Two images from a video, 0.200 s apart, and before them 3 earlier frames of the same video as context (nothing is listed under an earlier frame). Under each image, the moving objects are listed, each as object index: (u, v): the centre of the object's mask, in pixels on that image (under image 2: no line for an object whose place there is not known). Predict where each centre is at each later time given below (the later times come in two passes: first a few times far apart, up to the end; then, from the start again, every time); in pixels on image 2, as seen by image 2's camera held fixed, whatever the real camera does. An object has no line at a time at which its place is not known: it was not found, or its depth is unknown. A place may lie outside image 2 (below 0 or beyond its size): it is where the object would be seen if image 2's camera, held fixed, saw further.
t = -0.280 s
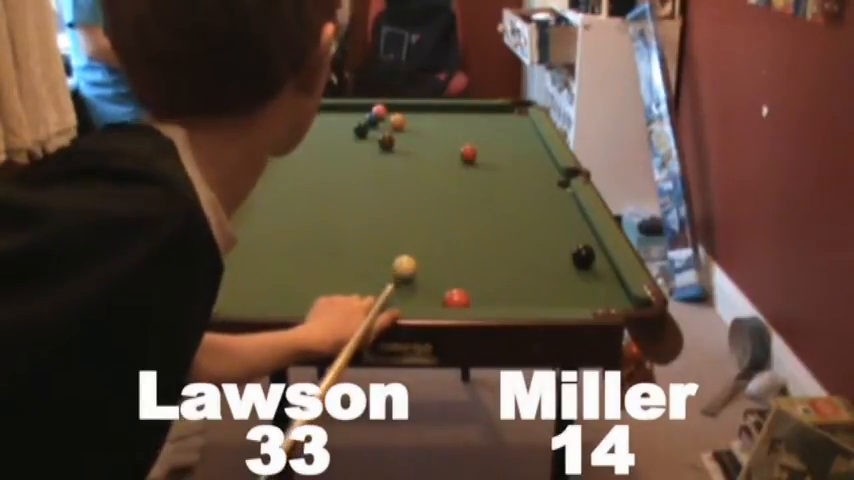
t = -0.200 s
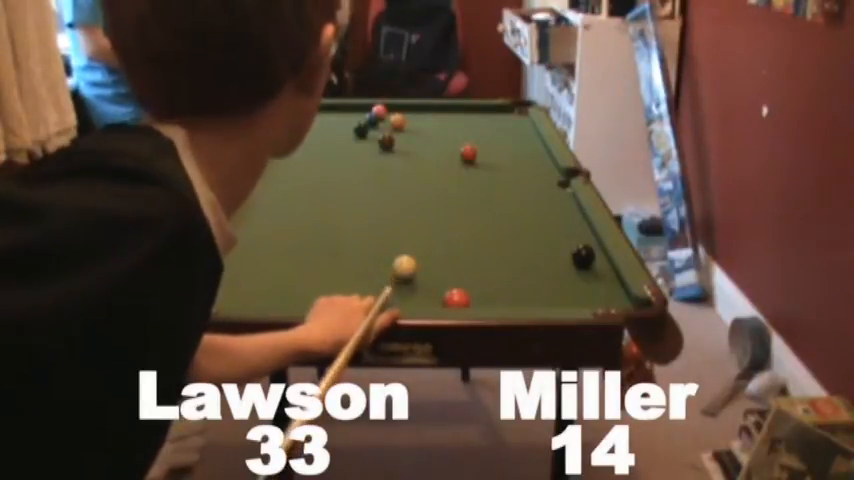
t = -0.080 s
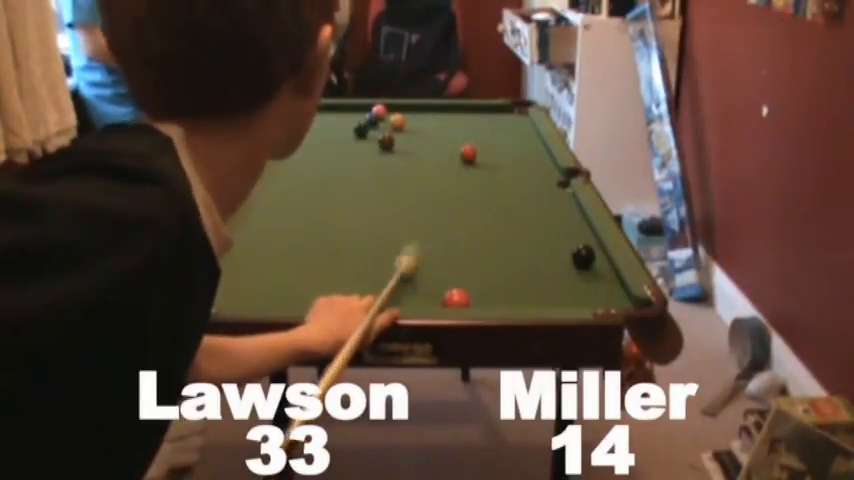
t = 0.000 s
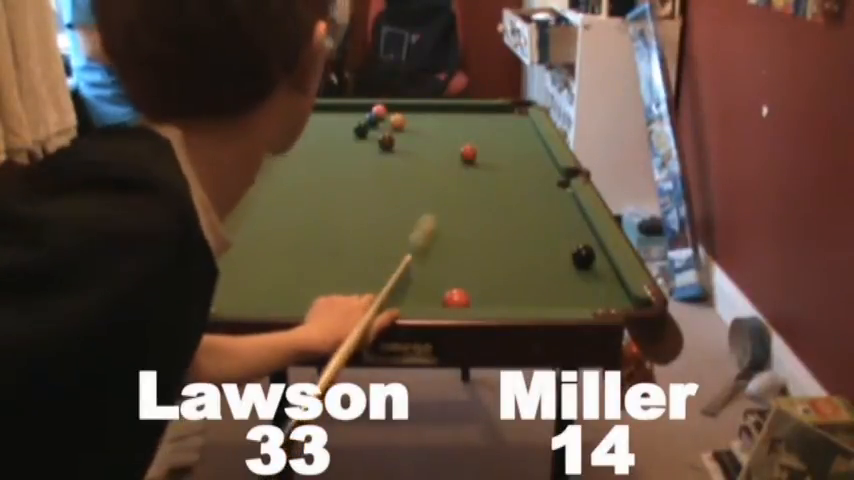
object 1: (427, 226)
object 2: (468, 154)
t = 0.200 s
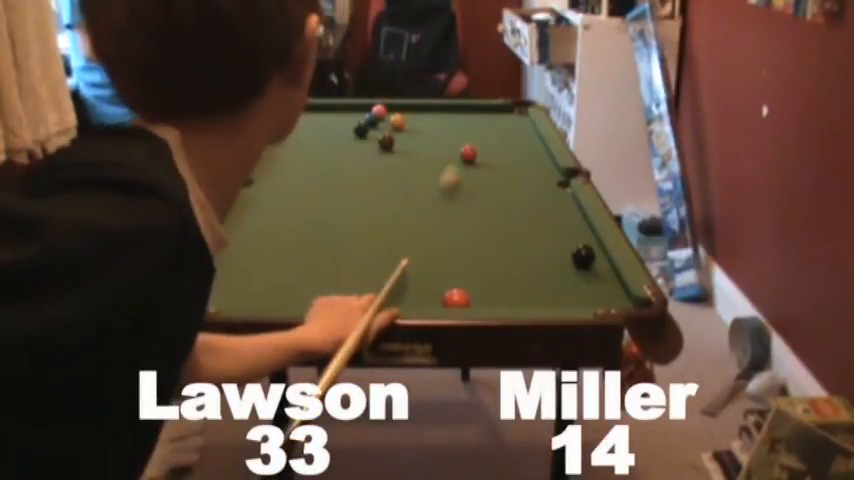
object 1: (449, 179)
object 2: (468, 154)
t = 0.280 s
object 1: (456, 163)
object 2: (469, 154)
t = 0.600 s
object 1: (430, 142)
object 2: (510, 129)
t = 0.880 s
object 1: (410, 130)
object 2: (517, 113)
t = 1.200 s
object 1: (394, 124)
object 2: (507, 110)
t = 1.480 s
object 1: (391, 124)
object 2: (507, 115)
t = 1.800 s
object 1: (391, 124)
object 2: (506, 120)
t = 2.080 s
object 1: (391, 124)
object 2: (506, 122)
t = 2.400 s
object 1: (391, 124)
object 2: (504, 123)
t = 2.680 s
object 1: (391, 124)
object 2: (504, 124)
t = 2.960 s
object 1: (391, 124)
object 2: (503, 125)
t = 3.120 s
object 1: (391, 124)
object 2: (503, 125)
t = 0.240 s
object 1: (453, 171)
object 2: (468, 154)
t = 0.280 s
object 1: (456, 163)
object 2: (469, 154)
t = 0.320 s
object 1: (458, 158)
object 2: (471, 153)
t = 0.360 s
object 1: (454, 155)
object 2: (478, 148)
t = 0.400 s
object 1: (448, 153)
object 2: (485, 144)
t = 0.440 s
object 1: (444, 151)
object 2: (491, 141)
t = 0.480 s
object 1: (441, 148)
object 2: (496, 138)
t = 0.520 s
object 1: (437, 146)
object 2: (501, 135)
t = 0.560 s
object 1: (434, 144)
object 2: (505, 133)
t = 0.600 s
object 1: (430, 142)
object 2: (510, 129)
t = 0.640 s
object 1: (427, 140)
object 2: (514, 127)
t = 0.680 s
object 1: (423, 138)
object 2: (519, 125)
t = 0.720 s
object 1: (421, 137)
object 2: (522, 121)
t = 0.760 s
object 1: (418, 135)
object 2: (523, 119)
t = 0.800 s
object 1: (415, 133)
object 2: (522, 117)
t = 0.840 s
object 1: (413, 132)
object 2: (520, 115)
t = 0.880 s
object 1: (410, 130)
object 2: (517, 113)
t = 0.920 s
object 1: (408, 129)
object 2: (515, 111)
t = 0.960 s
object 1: (405, 128)
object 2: (511, 110)
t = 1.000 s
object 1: (401, 126)
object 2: (508, 108)
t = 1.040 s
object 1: (399, 125)
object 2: (507, 108)
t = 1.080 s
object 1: (398, 125)
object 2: (507, 108)
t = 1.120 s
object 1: (395, 122)
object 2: (507, 109)
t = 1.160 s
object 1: (394, 121)
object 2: (507, 109)
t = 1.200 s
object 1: (394, 124)
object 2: (507, 110)
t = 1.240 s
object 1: (393, 123)
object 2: (507, 111)
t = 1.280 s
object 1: (392, 124)
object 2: (507, 111)
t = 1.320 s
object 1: (392, 124)
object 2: (507, 111)
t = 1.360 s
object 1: (392, 124)
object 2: (507, 113)
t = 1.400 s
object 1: (391, 124)
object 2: (507, 113)
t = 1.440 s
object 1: (391, 124)
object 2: (507, 114)
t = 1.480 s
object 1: (391, 124)
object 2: (507, 115)
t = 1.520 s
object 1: (391, 124)
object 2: (507, 116)
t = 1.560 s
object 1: (391, 124)
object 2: (507, 116)
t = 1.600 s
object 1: (391, 124)
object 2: (507, 116)
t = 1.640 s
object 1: (391, 124)
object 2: (506, 118)
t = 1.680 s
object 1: (391, 124)
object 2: (506, 118)
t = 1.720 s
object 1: (391, 124)
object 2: (506, 119)
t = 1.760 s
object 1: (391, 124)
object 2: (506, 119)
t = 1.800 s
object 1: (391, 124)
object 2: (506, 120)
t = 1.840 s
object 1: (391, 124)
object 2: (506, 120)
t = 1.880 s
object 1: (391, 124)
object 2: (506, 121)
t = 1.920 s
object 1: (391, 124)
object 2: (506, 121)
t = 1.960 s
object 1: (391, 124)
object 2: (506, 121)
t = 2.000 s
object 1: (391, 124)
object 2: (506, 121)
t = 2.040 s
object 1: (391, 124)
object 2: (506, 121)
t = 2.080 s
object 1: (391, 124)
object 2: (506, 122)
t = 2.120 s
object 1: (391, 124)
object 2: (505, 122)
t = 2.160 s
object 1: (391, 124)
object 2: (505, 122)
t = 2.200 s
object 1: (391, 124)
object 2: (505, 123)
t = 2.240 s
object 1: (391, 124)
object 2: (504, 123)
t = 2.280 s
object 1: (391, 124)
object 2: (505, 123)
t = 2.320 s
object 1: (391, 124)
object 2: (505, 123)
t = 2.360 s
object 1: (391, 124)
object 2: (504, 123)
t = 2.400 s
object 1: (391, 124)
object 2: (504, 123)
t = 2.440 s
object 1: (391, 124)
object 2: (504, 124)
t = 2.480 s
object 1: (391, 124)
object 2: (504, 124)
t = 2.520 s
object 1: (391, 124)
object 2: (504, 124)
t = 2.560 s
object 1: (391, 124)
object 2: (504, 124)
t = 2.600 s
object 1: (391, 124)
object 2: (504, 124)
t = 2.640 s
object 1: (391, 124)
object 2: (503, 125)
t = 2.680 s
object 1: (391, 124)
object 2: (504, 124)
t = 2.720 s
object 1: (391, 124)
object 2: (504, 125)
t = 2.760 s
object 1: (391, 124)
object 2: (503, 125)
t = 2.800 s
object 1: (391, 124)
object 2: (503, 125)
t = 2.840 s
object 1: (391, 124)
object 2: (503, 125)
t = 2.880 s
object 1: (391, 124)
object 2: (503, 125)
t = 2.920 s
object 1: (391, 124)
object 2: (503, 125)
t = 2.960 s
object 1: (391, 124)
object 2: (503, 125)
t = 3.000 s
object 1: (391, 124)
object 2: (504, 124)
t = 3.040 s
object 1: (391, 123)
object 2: (504, 125)
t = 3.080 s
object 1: (391, 124)
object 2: (503, 124)
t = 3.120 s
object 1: (391, 124)
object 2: (503, 125)
